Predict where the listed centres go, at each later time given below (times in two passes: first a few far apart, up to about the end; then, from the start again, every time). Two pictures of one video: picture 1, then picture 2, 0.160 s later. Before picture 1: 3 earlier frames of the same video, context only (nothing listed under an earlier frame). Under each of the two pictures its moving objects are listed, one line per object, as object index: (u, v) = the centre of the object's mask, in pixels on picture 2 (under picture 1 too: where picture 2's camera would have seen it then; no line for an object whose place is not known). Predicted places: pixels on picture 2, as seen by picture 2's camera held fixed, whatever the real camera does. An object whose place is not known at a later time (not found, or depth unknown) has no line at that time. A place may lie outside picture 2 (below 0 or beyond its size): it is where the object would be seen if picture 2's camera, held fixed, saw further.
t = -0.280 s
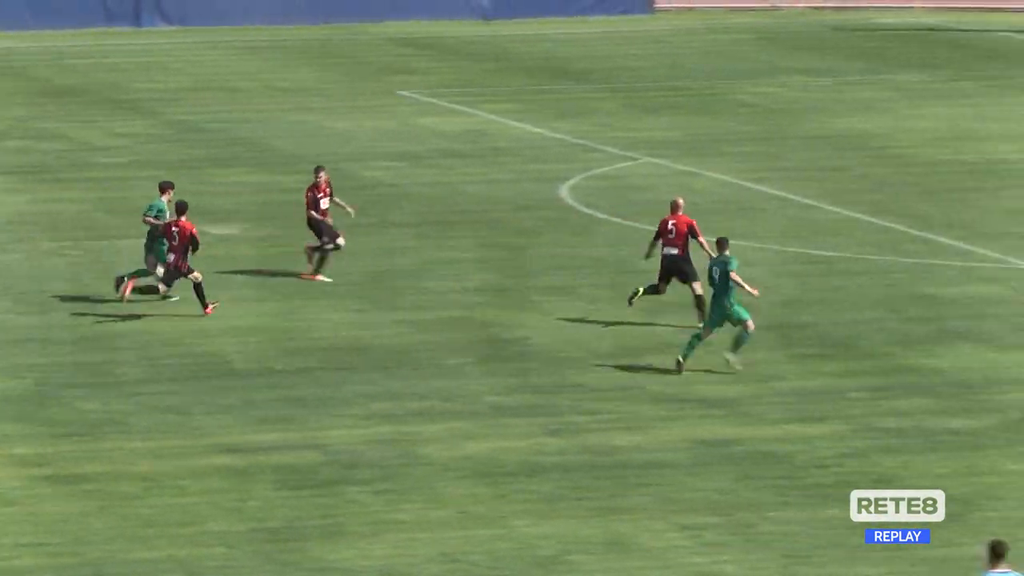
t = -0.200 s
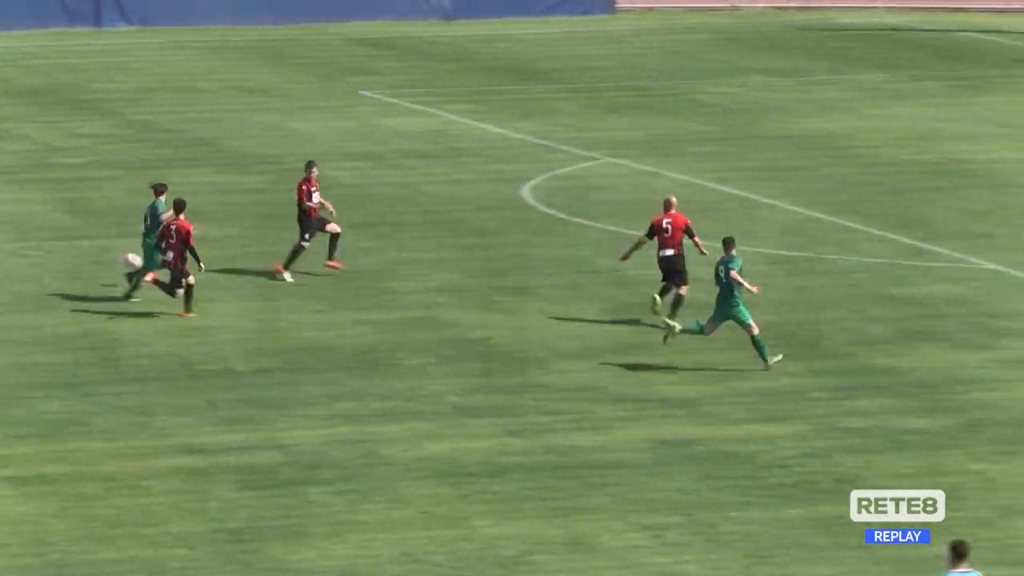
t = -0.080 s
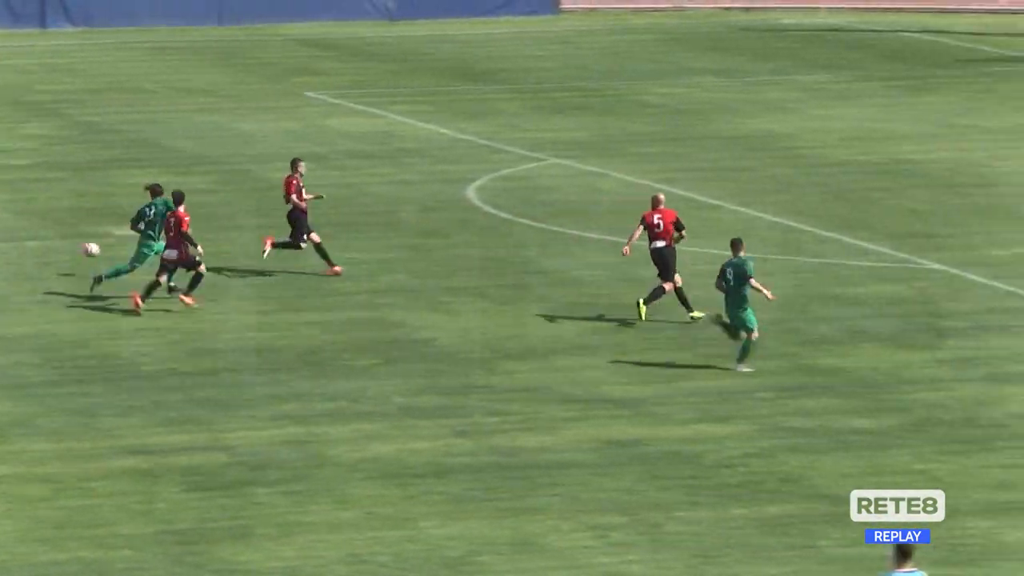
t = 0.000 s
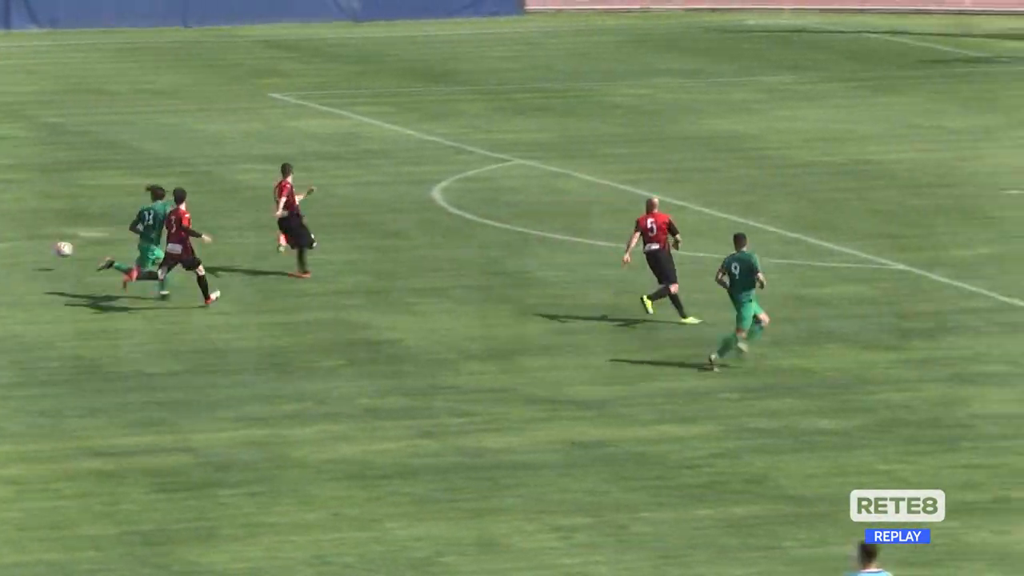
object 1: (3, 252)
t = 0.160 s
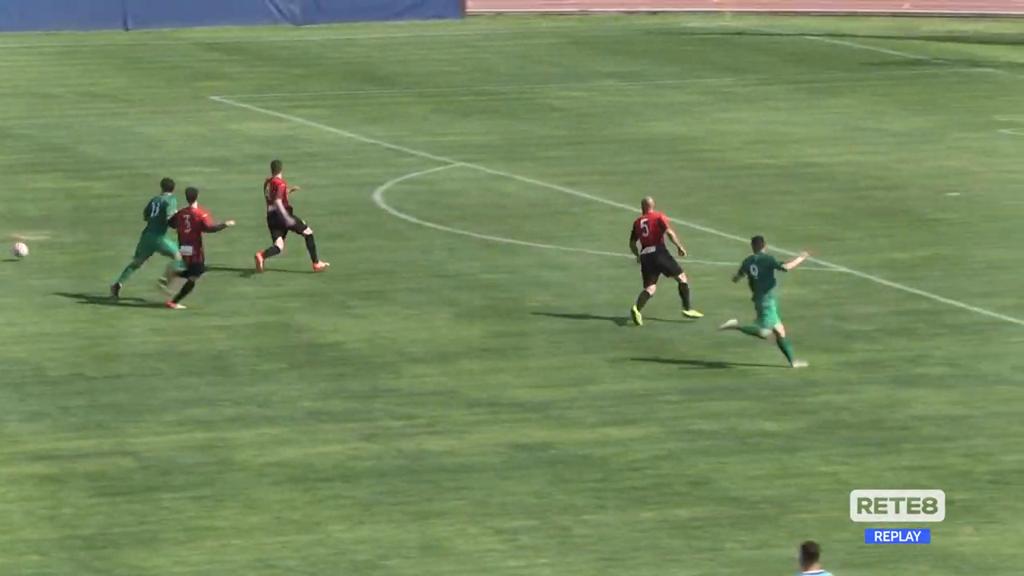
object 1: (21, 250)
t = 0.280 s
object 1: (36, 234)
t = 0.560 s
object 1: (72, 228)
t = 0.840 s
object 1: (104, 216)
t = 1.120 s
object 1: (135, 202)
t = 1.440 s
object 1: (169, 192)
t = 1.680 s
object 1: (190, 187)
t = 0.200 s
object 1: (26, 243)
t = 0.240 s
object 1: (32, 238)
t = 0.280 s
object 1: (36, 234)
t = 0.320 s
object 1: (41, 232)
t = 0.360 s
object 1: (47, 230)
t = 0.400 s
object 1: (52, 230)
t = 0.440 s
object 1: (58, 230)
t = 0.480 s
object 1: (63, 232)
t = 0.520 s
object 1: (67, 234)
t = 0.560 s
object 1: (72, 228)
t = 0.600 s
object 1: (75, 224)
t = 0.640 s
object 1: (81, 220)
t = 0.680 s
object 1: (85, 217)
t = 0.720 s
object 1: (90, 215)
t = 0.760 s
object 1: (94, 215)
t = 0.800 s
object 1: (100, 215)
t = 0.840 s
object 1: (104, 216)
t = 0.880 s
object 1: (108, 219)
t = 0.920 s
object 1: (113, 214)
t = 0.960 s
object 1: (118, 209)
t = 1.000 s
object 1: (122, 206)
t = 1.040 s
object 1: (126, 204)
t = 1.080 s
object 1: (131, 203)
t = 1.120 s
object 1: (135, 202)
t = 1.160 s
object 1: (140, 203)
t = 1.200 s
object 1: (144, 205)
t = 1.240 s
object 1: (148, 205)
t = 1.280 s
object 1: (153, 200)
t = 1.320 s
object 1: (157, 196)
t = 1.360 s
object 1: (161, 194)
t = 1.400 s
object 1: (166, 192)
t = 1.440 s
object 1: (169, 192)
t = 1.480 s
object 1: (173, 192)
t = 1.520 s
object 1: (177, 194)
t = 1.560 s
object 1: (180, 194)
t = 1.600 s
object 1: (183, 191)
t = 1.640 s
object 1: (186, 188)
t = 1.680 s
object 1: (190, 187)
